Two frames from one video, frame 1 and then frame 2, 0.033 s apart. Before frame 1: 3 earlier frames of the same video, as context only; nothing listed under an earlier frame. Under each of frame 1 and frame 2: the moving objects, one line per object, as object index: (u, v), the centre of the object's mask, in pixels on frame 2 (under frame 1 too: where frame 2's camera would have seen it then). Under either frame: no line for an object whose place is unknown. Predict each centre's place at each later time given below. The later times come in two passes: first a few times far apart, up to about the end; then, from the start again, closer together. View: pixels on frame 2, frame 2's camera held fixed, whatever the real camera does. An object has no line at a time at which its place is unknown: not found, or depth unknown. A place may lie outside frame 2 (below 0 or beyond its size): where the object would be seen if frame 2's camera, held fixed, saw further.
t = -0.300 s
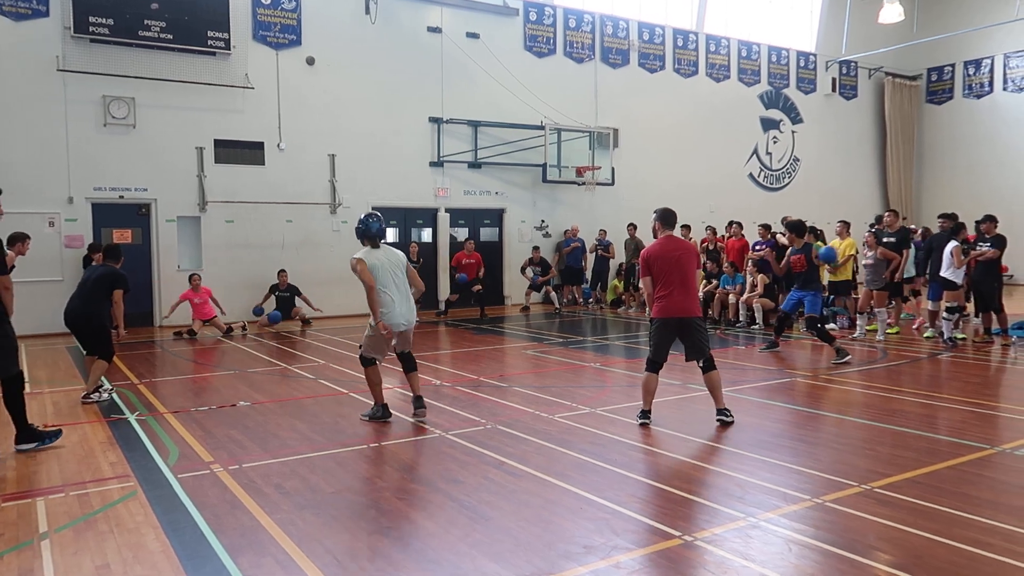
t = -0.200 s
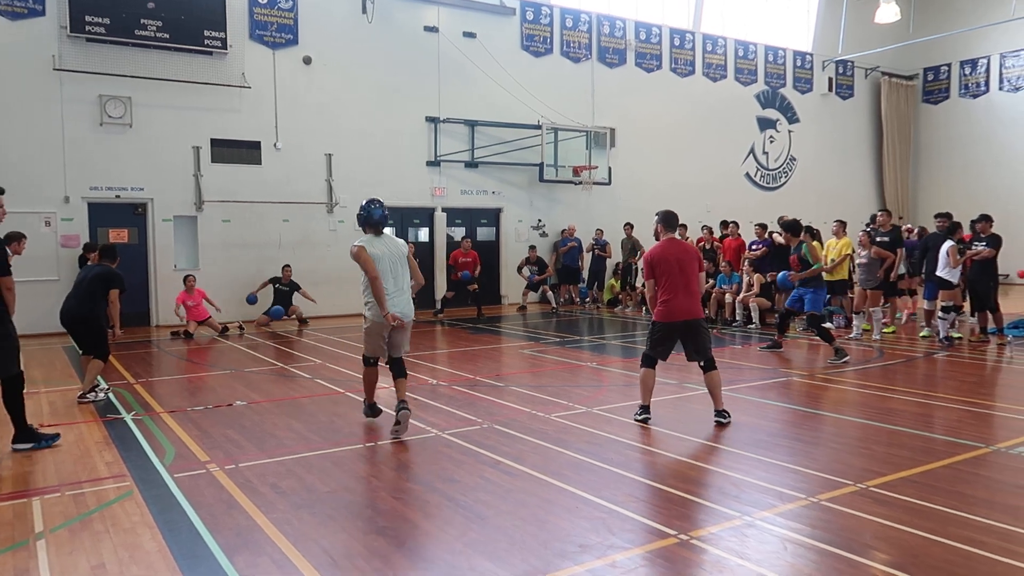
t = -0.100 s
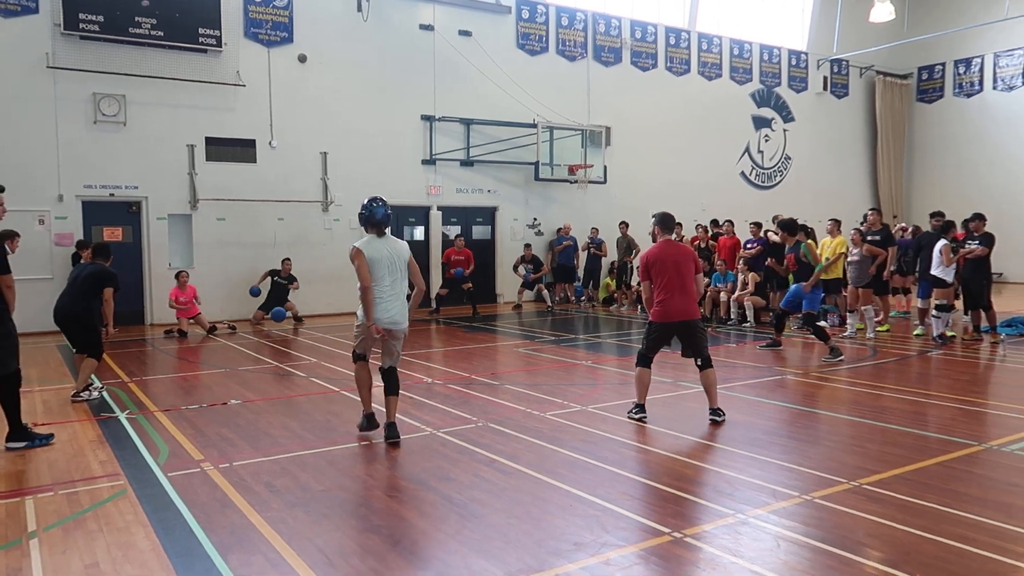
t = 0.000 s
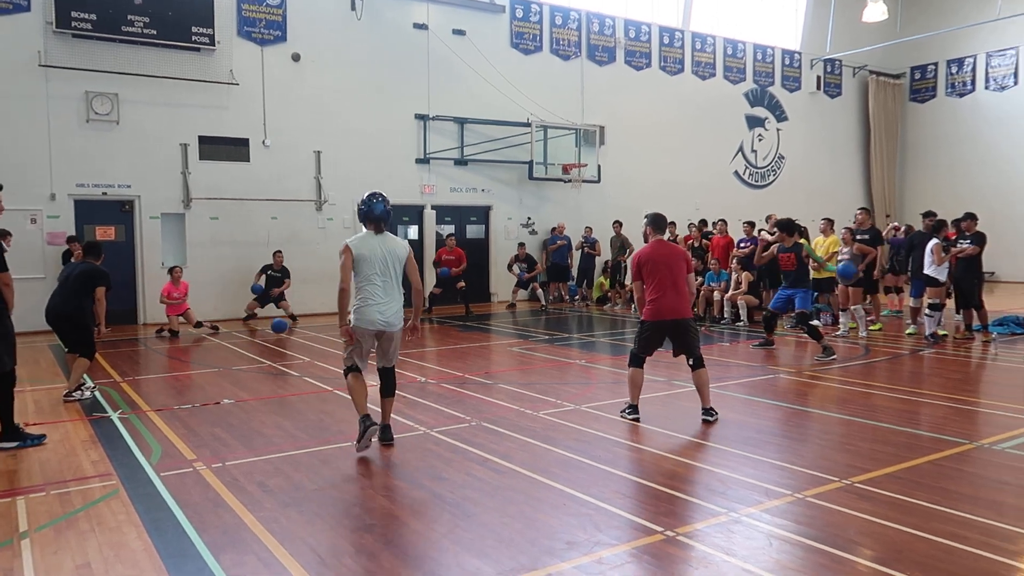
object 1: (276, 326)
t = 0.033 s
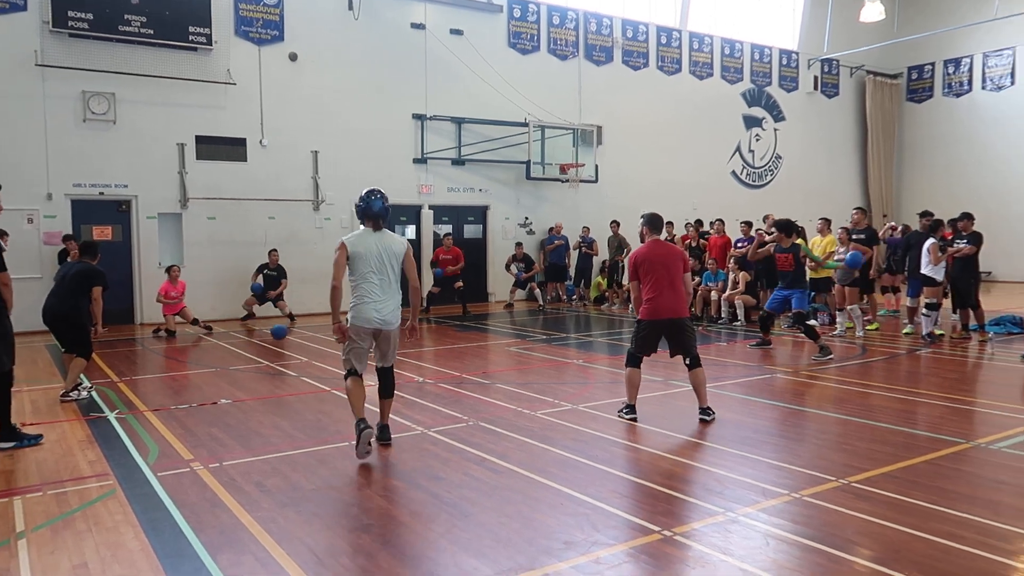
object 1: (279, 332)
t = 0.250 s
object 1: (297, 345)
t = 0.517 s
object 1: (324, 375)
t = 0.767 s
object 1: (357, 397)
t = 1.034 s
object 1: (402, 423)
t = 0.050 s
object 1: (280, 335)
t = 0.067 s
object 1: (281, 339)
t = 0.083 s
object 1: (284, 343)
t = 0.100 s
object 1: (285, 347)
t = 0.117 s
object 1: (286, 351)
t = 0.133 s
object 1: (287, 351)
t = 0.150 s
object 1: (289, 349)
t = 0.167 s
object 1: (290, 348)
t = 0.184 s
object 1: (291, 347)
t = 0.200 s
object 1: (292, 346)
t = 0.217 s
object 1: (294, 345)
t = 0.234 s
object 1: (295, 345)
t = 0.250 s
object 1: (297, 345)
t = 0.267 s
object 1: (298, 345)
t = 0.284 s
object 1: (300, 346)
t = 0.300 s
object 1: (301, 346)
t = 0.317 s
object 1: (303, 347)
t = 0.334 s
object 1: (304, 348)
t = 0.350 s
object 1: (306, 349)
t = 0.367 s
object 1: (308, 351)
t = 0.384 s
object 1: (309, 353)
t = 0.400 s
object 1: (311, 356)
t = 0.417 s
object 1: (313, 358)
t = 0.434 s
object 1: (315, 361)
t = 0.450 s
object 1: (316, 364)
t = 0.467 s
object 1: (318, 368)
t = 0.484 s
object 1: (320, 372)
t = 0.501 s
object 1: (322, 376)
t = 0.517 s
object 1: (324, 375)
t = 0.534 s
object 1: (326, 375)
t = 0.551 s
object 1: (328, 374)
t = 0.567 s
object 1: (331, 374)
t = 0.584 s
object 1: (332, 374)
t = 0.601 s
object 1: (334, 374)
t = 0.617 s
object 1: (336, 375)
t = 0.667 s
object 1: (343, 379)
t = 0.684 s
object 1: (345, 381)
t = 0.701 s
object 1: (347, 383)
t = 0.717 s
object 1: (349, 386)
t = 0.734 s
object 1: (352, 389)
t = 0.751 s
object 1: (354, 392)
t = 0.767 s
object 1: (357, 397)
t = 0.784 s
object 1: (359, 399)
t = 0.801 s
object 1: (362, 399)
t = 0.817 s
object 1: (364, 398)
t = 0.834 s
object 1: (367, 399)
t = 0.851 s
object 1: (369, 399)
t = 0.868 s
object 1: (372, 400)
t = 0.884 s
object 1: (375, 402)
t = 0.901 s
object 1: (378, 403)
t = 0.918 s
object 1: (380, 405)
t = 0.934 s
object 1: (383, 407)
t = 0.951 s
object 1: (386, 410)
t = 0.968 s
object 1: (390, 414)
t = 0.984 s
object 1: (392, 417)
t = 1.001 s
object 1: (396, 422)
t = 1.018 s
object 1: (399, 423)
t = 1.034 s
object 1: (402, 423)
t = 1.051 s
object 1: (405, 424)
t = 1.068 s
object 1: (408, 426)
